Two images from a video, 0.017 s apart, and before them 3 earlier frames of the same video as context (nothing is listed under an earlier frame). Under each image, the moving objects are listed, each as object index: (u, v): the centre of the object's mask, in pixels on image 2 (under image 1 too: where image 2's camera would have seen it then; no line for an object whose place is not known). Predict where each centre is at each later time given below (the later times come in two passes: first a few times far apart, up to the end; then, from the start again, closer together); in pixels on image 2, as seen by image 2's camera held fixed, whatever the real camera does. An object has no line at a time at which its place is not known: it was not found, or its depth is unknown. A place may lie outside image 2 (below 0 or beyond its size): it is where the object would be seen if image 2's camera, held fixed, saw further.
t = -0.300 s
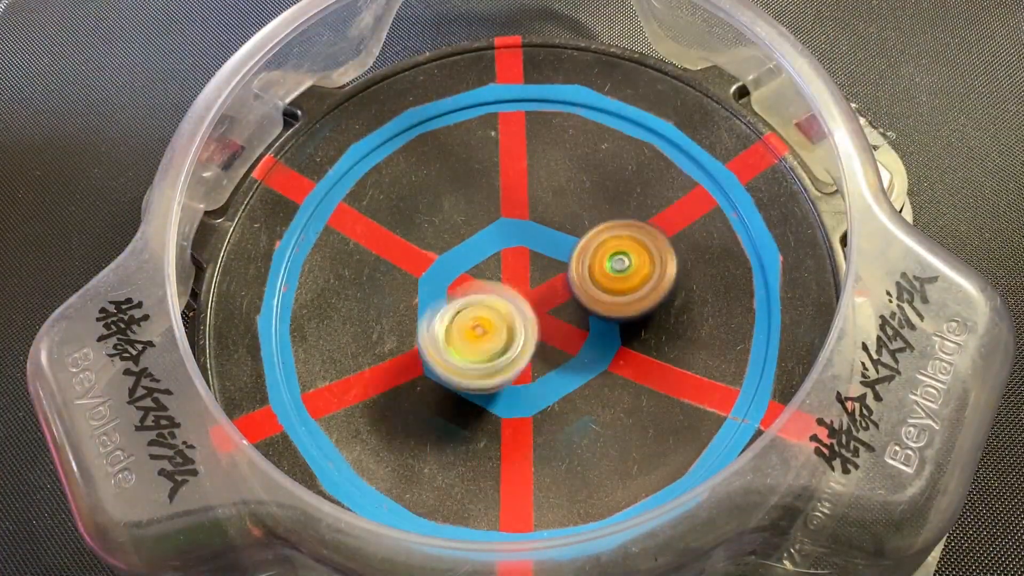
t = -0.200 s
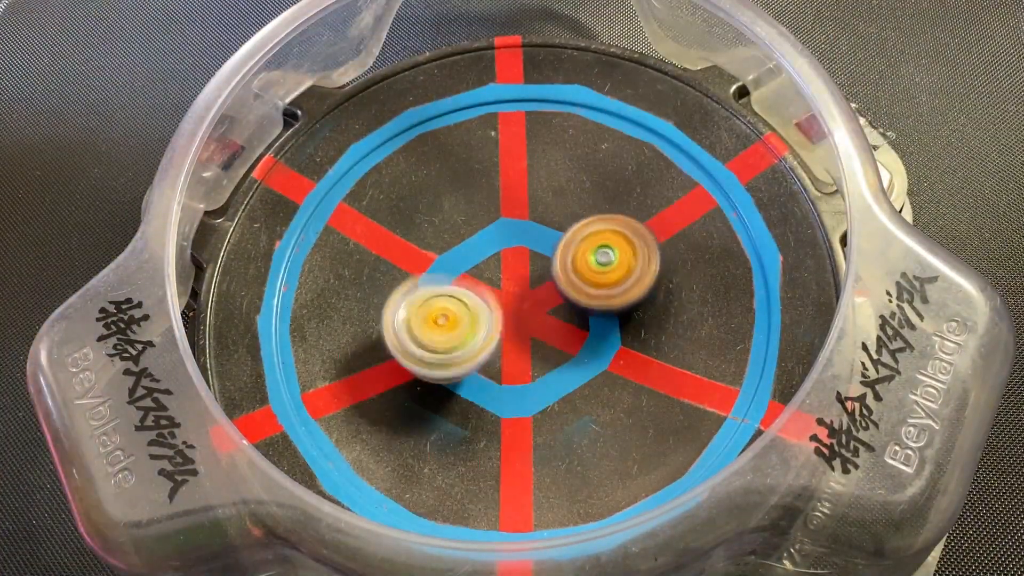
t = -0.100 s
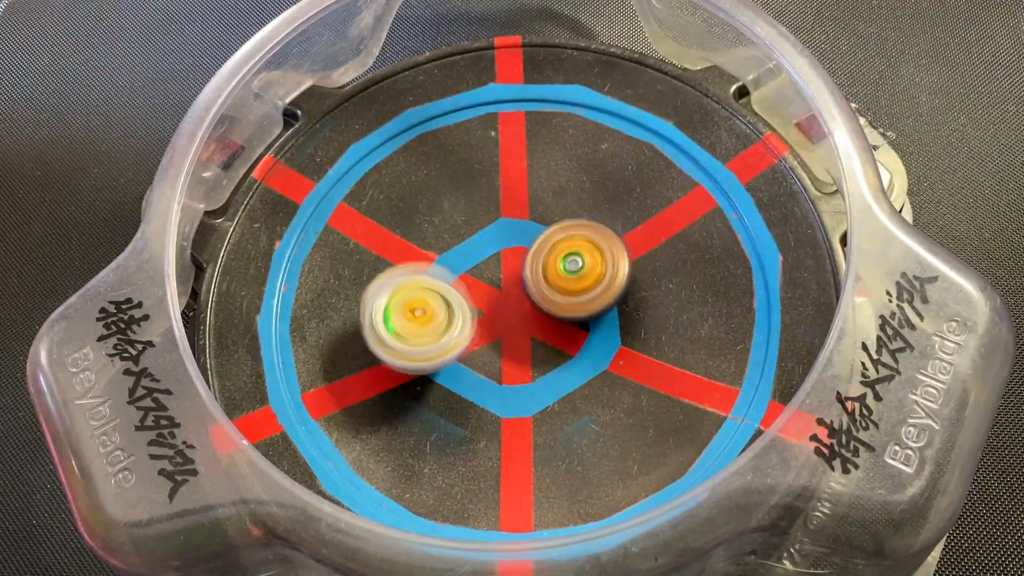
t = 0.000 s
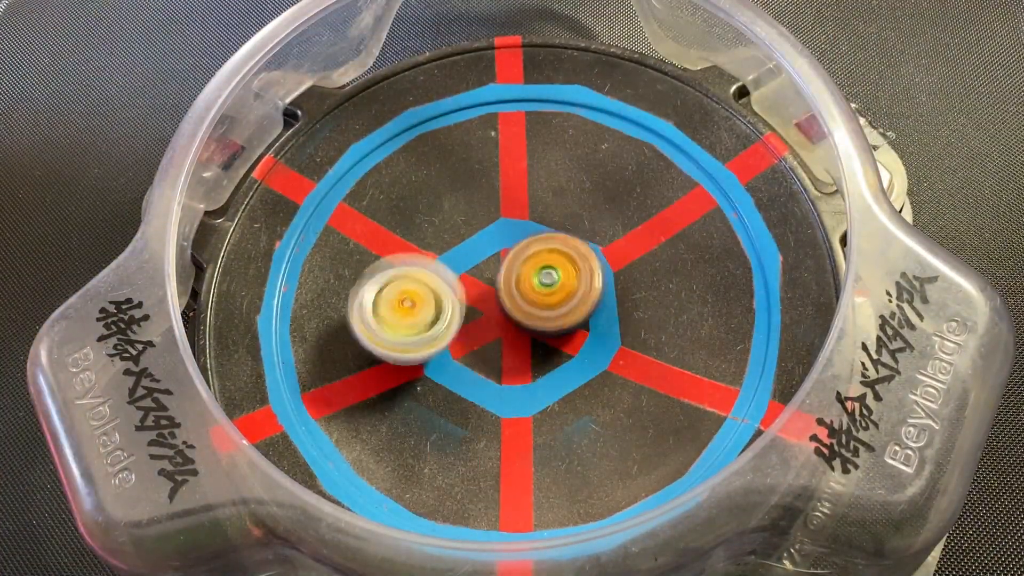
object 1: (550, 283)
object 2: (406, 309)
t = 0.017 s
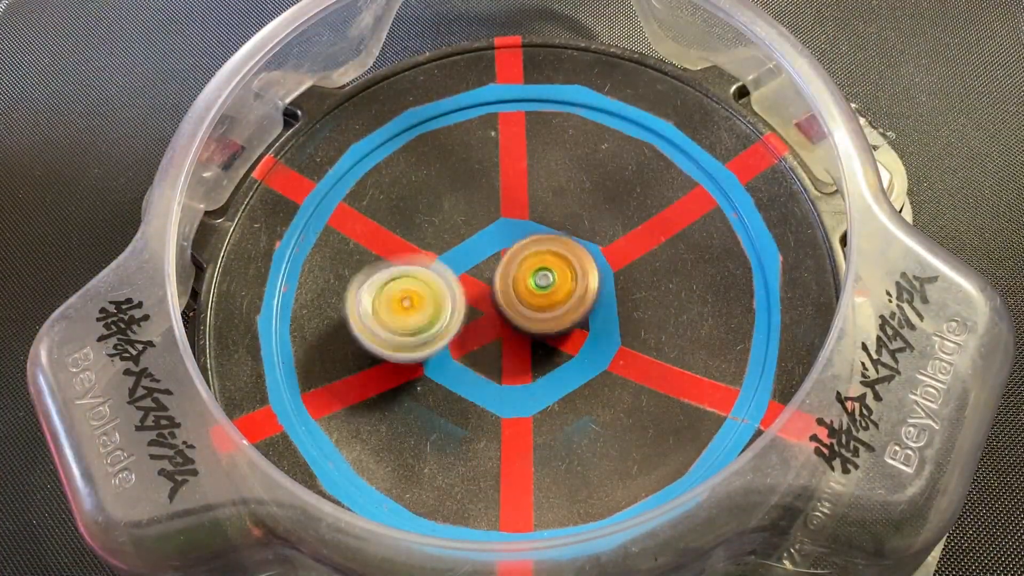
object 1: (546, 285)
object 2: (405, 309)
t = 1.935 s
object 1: (447, 326)
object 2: (460, 189)
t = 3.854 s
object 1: (571, 343)
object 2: (444, 306)
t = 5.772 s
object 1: (467, 344)
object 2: (610, 234)
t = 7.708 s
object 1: (418, 304)
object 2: (674, 242)
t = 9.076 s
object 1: (475, 246)
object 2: (545, 338)
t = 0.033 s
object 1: (541, 286)
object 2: (405, 307)
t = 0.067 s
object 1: (531, 286)
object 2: (406, 302)
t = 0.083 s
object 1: (527, 285)
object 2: (407, 300)
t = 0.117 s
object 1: (519, 281)
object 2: (407, 298)
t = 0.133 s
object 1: (522, 276)
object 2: (401, 298)
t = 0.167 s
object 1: (529, 266)
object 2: (392, 297)
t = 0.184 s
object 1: (531, 262)
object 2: (385, 300)
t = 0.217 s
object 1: (533, 253)
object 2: (385, 298)
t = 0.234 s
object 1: (535, 247)
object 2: (383, 298)
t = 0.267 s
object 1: (538, 239)
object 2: (385, 299)
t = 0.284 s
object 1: (540, 235)
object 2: (384, 299)
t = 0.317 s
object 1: (542, 231)
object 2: (389, 297)
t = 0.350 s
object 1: (543, 229)
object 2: (396, 298)
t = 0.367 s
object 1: (544, 228)
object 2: (398, 298)
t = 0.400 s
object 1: (545, 228)
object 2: (407, 293)
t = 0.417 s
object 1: (546, 229)
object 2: (414, 293)
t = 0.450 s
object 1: (546, 233)
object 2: (419, 293)
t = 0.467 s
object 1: (545, 235)
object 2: (429, 288)
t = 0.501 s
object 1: (544, 238)
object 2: (443, 282)
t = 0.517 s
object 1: (545, 239)
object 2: (446, 280)
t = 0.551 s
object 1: (559, 233)
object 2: (442, 287)
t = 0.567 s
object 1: (563, 231)
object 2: (441, 289)
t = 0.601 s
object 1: (570, 226)
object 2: (443, 295)
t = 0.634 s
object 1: (573, 224)
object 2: (445, 299)
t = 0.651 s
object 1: (573, 223)
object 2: (448, 300)
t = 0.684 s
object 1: (568, 224)
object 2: (455, 303)
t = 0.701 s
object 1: (565, 225)
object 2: (458, 304)
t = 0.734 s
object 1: (558, 230)
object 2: (465, 305)
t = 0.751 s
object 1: (553, 235)
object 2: (470, 304)
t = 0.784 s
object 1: (547, 236)
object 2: (469, 317)
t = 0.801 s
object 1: (546, 231)
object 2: (474, 325)
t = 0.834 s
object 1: (547, 224)
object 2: (473, 346)
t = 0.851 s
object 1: (546, 220)
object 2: (475, 357)
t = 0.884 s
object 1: (547, 216)
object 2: (481, 376)
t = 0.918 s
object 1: (545, 216)
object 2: (491, 390)
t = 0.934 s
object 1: (543, 216)
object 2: (497, 396)
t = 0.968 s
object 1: (542, 219)
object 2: (507, 404)
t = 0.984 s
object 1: (541, 221)
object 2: (514, 405)
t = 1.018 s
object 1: (538, 226)
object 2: (530, 410)
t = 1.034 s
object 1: (538, 229)
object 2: (535, 411)
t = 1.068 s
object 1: (534, 237)
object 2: (551, 405)
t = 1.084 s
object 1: (533, 240)
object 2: (558, 403)
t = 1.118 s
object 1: (531, 249)
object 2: (568, 398)
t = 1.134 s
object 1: (529, 254)
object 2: (573, 390)
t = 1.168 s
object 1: (528, 261)
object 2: (582, 378)
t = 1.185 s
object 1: (528, 266)
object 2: (584, 371)
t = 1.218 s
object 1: (525, 272)
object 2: (587, 355)
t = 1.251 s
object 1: (522, 276)
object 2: (590, 343)
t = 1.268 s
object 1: (518, 277)
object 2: (595, 337)
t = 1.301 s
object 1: (509, 276)
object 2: (599, 322)
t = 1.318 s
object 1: (507, 277)
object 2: (600, 315)
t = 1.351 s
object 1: (500, 275)
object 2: (599, 304)
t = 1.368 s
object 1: (497, 275)
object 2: (597, 296)
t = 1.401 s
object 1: (483, 273)
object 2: (605, 280)
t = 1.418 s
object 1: (477, 273)
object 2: (604, 275)
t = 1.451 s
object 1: (466, 269)
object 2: (601, 260)
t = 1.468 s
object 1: (463, 269)
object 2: (599, 254)
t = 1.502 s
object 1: (456, 267)
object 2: (589, 243)
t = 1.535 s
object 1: (453, 266)
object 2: (578, 232)
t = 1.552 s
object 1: (452, 265)
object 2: (573, 229)
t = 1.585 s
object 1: (453, 263)
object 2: (558, 222)
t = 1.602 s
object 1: (452, 263)
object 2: (552, 220)
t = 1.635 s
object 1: (444, 271)
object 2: (547, 207)
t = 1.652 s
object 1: (438, 280)
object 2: (546, 197)
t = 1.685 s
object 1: (428, 294)
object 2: (543, 184)
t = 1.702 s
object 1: (426, 301)
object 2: (540, 179)
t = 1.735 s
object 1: (422, 311)
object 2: (531, 172)
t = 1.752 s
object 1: (423, 316)
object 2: (525, 170)
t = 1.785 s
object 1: (424, 322)
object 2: (514, 168)
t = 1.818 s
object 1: (427, 325)
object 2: (501, 168)
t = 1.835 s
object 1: (430, 326)
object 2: (495, 169)
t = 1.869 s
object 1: (435, 326)
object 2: (482, 173)
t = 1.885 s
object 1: (437, 326)
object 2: (477, 176)
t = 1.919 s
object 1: (444, 326)
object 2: (465, 185)
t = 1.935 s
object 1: (447, 326)
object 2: (460, 189)
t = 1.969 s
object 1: (455, 326)
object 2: (452, 204)
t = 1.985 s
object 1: (458, 326)
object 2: (449, 210)
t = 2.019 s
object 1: (465, 329)
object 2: (448, 225)
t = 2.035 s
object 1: (474, 339)
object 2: (442, 221)
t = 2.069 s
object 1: (489, 362)
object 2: (434, 220)
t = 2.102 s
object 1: (502, 379)
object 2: (431, 220)
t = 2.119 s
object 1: (510, 386)
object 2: (430, 220)
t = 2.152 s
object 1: (521, 394)
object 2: (430, 224)
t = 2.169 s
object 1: (525, 396)
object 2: (430, 226)
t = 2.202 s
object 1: (531, 397)
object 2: (434, 231)
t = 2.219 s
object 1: (532, 397)
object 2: (435, 235)
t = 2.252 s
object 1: (535, 394)
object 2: (444, 239)
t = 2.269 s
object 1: (537, 393)
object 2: (447, 244)
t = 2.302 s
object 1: (539, 388)
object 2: (457, 248)
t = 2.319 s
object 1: (539, 386)
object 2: (464, 252)
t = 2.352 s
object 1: (540, 380)
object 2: (474, 258)
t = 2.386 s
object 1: (540, 374)
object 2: (489, 260)
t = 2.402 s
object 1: (541, 372)
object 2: (491, 266)
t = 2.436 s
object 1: (541, 367)
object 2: (509, 265)
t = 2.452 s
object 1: (546, 371)
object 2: (514, 261)
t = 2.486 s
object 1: (557, 386)
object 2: (519, 245)
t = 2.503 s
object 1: (561, 391)
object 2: (523, 237)
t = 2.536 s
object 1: (567, 397)
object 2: (529, 228)
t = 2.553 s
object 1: (570, 398)
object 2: (532, 224)
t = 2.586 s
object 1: (572, 397)
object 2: (537, 216)
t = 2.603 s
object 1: (572, 395)
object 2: (539, 213)
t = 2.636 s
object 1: (572, 391)
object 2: (540, 210)
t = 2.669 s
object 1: (569, 386)
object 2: (541, 207)
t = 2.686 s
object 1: (568, 384)
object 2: (542, 206)
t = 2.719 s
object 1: (565, 377)
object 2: (541, 205)
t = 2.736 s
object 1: (563, 372)
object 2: (541, 205)
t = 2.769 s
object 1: (560, 362)
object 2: (541, 208)
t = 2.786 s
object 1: (559, 358)
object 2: (540, 208)
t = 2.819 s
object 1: (557, 346)
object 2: (540, 212)
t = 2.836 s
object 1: (555, 336)
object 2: (539, 215)
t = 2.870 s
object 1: (555, 323)
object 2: (538, 220)
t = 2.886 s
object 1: (556, 323)
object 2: (537, 218)
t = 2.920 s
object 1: (559, 327)
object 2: (533, 211)
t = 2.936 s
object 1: (559, 327)
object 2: (531, 209)
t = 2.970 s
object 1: (559, 327)
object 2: (526, 209)
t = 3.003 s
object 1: (558, 327)
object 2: (522, 212)
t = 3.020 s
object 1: (558, 325)
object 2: (520, 215)
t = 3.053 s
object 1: (555, 323)
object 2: (515, 222)
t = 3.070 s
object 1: (554, 324)
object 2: (513, 226)
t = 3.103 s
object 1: (556, 332)
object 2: (504, 224)
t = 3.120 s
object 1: (558, 334)
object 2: (499, 224)
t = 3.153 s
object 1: (558, 338)
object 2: (491, 227)
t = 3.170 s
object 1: (557, 337)
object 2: (483, 231)
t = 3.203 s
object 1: (555, 336)
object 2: (481, 235)
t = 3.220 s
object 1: (555, 336)
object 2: (479, 239)
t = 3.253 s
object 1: (552, 335)
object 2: (475, 249)
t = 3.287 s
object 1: (553, 338)
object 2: (470, 252)
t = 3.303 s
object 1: (556, 341)
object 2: (465, 251)
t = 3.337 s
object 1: (560, 346)
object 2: (456, 254)
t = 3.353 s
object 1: (559, 348)
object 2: (452, 256)
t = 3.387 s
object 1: (558, 348)
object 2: (444, 260)
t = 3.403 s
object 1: (558, 347)
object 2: (443, 262)
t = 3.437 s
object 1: (554, 347)
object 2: (439, 270)
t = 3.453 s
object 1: (552, 346)
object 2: (437, 273)
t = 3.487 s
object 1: (549, 346)
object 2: (436, 280)
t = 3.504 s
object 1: (548, 347)
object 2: (437, 284)
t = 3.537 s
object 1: (544, 347)
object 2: (441, 292)
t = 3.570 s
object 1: (560, 351)
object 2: (429, 293)
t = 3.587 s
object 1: (569, 352)
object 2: (425, 293)
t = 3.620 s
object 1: (580, 353)
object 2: (421, 294)
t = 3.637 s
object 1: (582, 352)
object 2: (419, 296)
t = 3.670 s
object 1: (585, 350)
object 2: (417, 300)
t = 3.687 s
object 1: (584, 350)
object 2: (417, 301)
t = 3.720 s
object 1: (582, 348)
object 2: (419, 302)
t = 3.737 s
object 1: (582, 347)
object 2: (421, 303)
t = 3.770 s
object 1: (579, 347)
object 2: (425, 307)
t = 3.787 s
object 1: (577, 347)
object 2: (427, 307)
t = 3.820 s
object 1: (575, 344)
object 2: (434, 306)
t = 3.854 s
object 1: (571, 343)
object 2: (444, 306)
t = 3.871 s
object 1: (568, 342)
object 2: (448, 306)
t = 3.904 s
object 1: (566, 340)
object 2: (458, 305)
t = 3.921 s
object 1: (571, 344)
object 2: (456, 298)
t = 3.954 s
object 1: (585, 351)
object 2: (448, 284)
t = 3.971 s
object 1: (591, 355)
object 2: (445, 277)
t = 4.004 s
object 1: (597, 357)
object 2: (441, 266)
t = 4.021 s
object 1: (597, 357)
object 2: (439, 262)
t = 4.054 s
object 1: (597, 356)
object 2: (435, 254)
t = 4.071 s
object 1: (596, 355)
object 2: (434, 251)
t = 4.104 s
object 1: (592, 351)
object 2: (432, 245)
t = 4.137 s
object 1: (587, 350)
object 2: (433, 242)
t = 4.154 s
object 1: (586, 349)
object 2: (434, 241)
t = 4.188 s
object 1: (581, 346)
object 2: (438, 240)
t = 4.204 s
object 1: (579, 345)
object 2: (440, 240)
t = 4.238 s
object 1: (573, 341)
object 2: (445, 242)
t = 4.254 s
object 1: (570, 340)
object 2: (449, 243)
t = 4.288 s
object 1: (564, 337)
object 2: (455, 246)
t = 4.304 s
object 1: (563, 335)
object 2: (457, 246)
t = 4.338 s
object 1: (558, 333)
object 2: (464, 248)
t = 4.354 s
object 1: (556, 332)
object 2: (467, 250)
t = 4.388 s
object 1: (554, 331)
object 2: (473, 250)
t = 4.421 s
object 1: (566, 350)
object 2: (467, 234)
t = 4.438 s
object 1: (570, 357)
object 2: (467, 227)
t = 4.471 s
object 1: (577, 369)
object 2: (466, 218)
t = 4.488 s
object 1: (581, 374)
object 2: (466, 215)
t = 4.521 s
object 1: (582, 378)
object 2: (468, 211)
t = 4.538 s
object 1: (582, 378)
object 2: (470, 210)
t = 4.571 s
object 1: (581, 376)
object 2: (473, 211)
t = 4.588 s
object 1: (578, 375)
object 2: (475, 212)
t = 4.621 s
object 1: (574, 371)
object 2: (479, 216)
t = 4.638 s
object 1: (574, 370)
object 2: (482, 217)
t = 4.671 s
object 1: (569, 366)
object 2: (485, 223)
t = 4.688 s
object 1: (566, 362)
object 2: (487, 227)
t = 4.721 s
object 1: (561, 358)
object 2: (490, 234)
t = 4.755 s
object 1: (557, 355)
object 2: (493, 241)
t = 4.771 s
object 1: (553, 353)
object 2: (495, 244)
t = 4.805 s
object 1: (549, 352)
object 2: (497, 248)
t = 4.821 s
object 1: (549, 354)
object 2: (496, 250)
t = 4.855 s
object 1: (546, 354)
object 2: (496, 250)
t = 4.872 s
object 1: (545, 353)
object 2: (497, 250)
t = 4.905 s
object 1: (543, 360)
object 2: (500, 243)
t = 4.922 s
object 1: (540, 367)
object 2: (501, 236)
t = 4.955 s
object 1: (537, 374)
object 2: (504, 229)
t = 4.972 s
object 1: (538, 377)
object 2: (507, 228)
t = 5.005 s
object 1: (535, 379)
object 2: (513, 228)
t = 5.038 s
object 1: (534, 378)
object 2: (517, 232)
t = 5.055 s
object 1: (533, 375)
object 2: (522, 233)
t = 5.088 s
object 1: (532, 372)
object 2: (531, 236)
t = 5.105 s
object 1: (529, 369)
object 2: (538, 236)
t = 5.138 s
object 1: (528, 365)
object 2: (545, 240)
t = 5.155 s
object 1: (527, 363)
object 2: (549, 243)
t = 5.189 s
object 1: (525, 358)
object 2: (556, 248)
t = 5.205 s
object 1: (524, 355)
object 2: (560, 249)
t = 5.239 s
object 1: (522, 354)
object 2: (568, 251)
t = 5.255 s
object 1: (519, 354)
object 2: (573, 251)
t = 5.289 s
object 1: (517, 352)
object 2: (582, 250)
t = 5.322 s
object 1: (516, 348)
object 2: (588, 251)
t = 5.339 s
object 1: (514, 348)
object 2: (590, 252)
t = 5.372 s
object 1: (512, 345)
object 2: (593, 253)
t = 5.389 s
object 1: (513, 342)
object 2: (593, 254)
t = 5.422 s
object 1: (511, 339)
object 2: (595, 258)
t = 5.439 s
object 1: (506, 340)
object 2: (600, 257)
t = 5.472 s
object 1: (491, 346)
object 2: (616, 248)
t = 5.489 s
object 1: (483, 349)
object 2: (620, 243)
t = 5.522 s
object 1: (475, 353)
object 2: (628, 236)
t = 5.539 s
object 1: (474, 353)
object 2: (630, 234)
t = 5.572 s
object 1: (471, 353)
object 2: (632, 231)
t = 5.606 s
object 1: (469, 352)
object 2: (633, 229)
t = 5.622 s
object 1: (469, 351)
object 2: (634, 227)
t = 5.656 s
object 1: (468, 350)
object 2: (631, 225)
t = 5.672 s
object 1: (467, 348)
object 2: (629, 225)
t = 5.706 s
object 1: (467, 346)
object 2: (624, 227)
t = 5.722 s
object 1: (466, 346)
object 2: (621, 229)
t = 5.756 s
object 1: (466, 345)
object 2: (614, 232)
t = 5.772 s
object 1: (467, 344)
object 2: (610, 234)
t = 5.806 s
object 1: (467, 343)
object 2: (600, 239)
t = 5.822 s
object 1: (467, 341)
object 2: (594, 242)
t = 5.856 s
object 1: (467, 340)
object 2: (582, 250)
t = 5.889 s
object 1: (467, 338)
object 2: (570, 259)
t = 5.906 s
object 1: (467, 337)
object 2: (563, 264)
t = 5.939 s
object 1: (463, 337)
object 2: (557, 271)
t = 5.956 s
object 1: (450, 343)
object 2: (563, 267)
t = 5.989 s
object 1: (427, 356)
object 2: (575, 257)
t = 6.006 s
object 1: (417, 360)
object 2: (581, 253)
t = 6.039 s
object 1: (405, 367)
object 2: (593, 242)
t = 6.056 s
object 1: (400, 368)
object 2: (595, 236)
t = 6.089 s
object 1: (398, 370)
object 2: (598, 229)
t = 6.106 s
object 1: (398, 370)
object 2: (602, 226)
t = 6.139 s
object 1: (401, 367)
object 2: (604, 219)
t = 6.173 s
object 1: (408, 364)
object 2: (602, 215)
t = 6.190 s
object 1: (411, 361)
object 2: (602, 214)
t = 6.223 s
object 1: (419, 356)
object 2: (600, 212)
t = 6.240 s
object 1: (423, 354)
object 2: (598, 212)
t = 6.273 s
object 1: (431, 348)
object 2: (592, 212)
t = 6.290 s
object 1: (436, 346)
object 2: (587, 213)
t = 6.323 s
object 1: (443, 339)
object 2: (581, 218)
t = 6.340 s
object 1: (447, 338)
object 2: (577, 220)
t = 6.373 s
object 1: (455, 330)
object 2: (566, 225)
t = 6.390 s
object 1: (459, 328)
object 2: (562, 229)
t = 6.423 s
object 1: (466, 322)
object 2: (553, 240)
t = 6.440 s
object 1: (467, 323)
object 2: (549, 244)
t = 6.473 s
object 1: (464, 324)
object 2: (548, 244)
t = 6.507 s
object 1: (456, 327)
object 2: (551, 246)
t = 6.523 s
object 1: (448, 332)
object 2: (557, 245)
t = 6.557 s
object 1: (432, 341)
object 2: (568, 238)
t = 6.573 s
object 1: (427, 343)
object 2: (569, 237)
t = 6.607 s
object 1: (421, 348)
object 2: (578, 235)
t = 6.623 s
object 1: (419, 350)
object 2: (580, 232)
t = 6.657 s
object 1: (419, 352)
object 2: (582, 232)
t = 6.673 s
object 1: (420, 352)
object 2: (585, 231)
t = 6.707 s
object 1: (424, 351)
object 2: (585, 229)
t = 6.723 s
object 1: (426, 351)
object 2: (585, 230)
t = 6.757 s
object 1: (432, 347)
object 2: (586, 232)
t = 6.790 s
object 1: (439, 344)
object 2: (582, 235)
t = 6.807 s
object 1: (442, 342)
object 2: (582, 238)
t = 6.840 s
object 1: (449, 339)
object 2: (578, 242)
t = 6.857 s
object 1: (452, 336)
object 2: (576, 245)
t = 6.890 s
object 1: (459, 331)
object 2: (570, 253)
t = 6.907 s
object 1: (461, 329)
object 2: (566, 257)
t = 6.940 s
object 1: (466, 324)
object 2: (559, 262)
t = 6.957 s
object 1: (463, 325)
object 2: (561, 264)
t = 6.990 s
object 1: (451, 328)
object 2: (574, 261)
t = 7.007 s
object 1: (447, 329)
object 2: (577, 261)
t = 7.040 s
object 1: (442, 330)
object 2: (585, 261)
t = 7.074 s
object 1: (441, 330)
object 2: (588, 259)
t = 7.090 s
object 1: (441, 330)
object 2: (590, 260)
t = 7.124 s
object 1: (444, 329)
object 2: (594, 259)
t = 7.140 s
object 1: (446, 328)
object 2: (593, 260)
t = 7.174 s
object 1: (450, 325)
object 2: (595, 262)
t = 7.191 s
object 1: (453, 325)
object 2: (594, 262)
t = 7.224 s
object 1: (458, 321)
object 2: (591, 265)
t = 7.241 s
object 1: (460, 320)
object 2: (590, 267)
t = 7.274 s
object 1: (466, 316)
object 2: (586, 268)
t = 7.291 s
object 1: (469, 316)
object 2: (582, 272)
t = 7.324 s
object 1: (473, 312)
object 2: (579, 275)
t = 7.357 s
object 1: (446, 313)
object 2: (595, 276)
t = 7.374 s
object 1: (430, 314)
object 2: (619, 269)
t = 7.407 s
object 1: (408, 315)
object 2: (639, 265)
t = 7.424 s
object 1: (398, 316)
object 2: (653, 261)
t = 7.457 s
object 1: (387, 316)
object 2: (667, 256)
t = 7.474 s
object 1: (383, 316)
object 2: (678, 253)
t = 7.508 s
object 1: (380, 315)
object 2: (686, 246)
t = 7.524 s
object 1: (379, 315)
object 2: (692, 245)
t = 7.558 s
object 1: (382, 313)
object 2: (695, 240)
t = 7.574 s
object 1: (383, 312)
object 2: (698, 240)
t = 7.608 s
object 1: (390, 310)
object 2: (696, 238)
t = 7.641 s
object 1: (398, 309)
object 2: (692, 239)
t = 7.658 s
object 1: (404, 308)
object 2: (687, 238)
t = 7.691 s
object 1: (412, 305)
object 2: (680, 242)
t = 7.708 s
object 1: (418, 304)
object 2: (674, 242)
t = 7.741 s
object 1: (427, 302)
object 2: (661, 249)
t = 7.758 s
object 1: (432, 301)
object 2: (654, 249)
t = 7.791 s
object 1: (441, 298)
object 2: (636, 258)
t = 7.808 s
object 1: (446, 298)
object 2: (627, 260)
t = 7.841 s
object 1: (456, 296)
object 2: (604, 270)
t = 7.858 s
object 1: (461, 296)
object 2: (595, 273)
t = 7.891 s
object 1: (466, 295)
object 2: (572, 283)
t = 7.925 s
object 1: (452, 295)
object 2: (576, 289)
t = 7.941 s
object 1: (442, 295)
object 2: (582, 294)
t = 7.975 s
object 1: (426, 293)
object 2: (592, 299)
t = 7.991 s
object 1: (421, 294)
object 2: (596, 303)
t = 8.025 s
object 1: (414, 294)
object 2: (603, 307)
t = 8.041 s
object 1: (413, 294)
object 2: (608, 310)
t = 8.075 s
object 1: (413, 295)
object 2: (610, 314)
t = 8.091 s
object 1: (414, 295)
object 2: (613, 316)
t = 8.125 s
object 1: (418, 295)
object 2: (613, 319)
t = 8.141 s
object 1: (420, 296)
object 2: (614, 320)
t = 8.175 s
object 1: (428, 295)
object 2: (611, 323)
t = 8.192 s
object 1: (430, 295)
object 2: (610, 323)
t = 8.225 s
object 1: (439, 294)
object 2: (603, 326)
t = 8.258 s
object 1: (445, 294)
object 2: (593, 326)
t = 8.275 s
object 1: (450, 293)
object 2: (592, 326)
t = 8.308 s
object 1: (456, 292)
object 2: (579, 327)
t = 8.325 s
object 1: (460, 292)
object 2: (576, 326)
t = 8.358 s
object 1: (462, 289)
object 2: (565, 328)
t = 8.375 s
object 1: (459, 285)
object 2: (565, 328)
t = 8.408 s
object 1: (453, 279)
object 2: (564, 334)
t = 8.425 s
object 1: (450, 277)
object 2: (562, 333)
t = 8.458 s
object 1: (449, 275)
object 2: (560, 337)
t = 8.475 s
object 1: (449, 274)
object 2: (556, 336)
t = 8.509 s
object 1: (450, 274)
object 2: (554, 337)
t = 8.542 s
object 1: (452, 274)
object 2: (547, 338)
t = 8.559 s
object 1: (454, 275)
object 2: (544, 335)
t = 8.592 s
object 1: (459, 273)
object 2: (538, 335)
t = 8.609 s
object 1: (457, 270)
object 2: (534, 335)
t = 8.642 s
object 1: (454, 262)
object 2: (541, 343)
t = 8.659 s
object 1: (451, 259)
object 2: (541, 349)
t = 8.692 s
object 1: (450, 255)
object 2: (545, 352)
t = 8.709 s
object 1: (450, 254)
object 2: (549, 358)
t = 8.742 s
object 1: (451, 253)
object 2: (550, 361)
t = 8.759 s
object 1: (452, 252)
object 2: (555, 361)
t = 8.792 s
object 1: (455, 253)
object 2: (555, 363)
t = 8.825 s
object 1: (459, 254)
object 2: (555, 361)
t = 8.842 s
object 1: (461, 254)
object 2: (557, 360)
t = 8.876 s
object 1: (465, 256)
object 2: (556, 357)
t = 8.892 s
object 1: (467, 257)
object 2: (555, 352)
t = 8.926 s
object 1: (471, 258)
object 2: (554, 348)
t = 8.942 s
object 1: (473, 259)
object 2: (549, 344)
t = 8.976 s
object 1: (477, 260)
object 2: (546, 335)
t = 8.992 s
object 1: (478, 260)
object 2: (543, 335)
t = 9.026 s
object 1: (476, 253)
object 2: (542, 335)
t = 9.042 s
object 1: (476, 249)
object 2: (547, 337)
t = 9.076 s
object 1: (475, 246)
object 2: (545, 338)
